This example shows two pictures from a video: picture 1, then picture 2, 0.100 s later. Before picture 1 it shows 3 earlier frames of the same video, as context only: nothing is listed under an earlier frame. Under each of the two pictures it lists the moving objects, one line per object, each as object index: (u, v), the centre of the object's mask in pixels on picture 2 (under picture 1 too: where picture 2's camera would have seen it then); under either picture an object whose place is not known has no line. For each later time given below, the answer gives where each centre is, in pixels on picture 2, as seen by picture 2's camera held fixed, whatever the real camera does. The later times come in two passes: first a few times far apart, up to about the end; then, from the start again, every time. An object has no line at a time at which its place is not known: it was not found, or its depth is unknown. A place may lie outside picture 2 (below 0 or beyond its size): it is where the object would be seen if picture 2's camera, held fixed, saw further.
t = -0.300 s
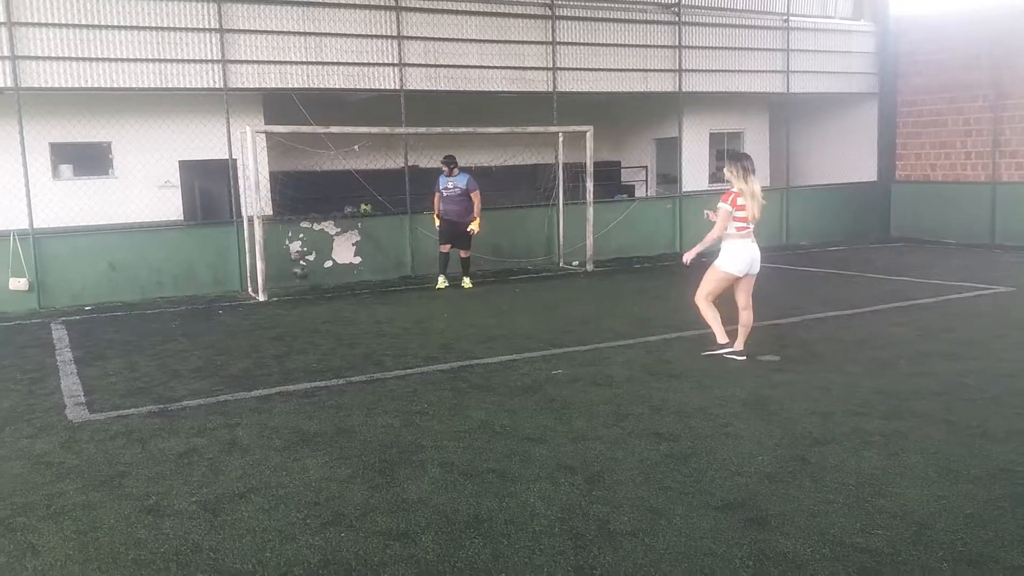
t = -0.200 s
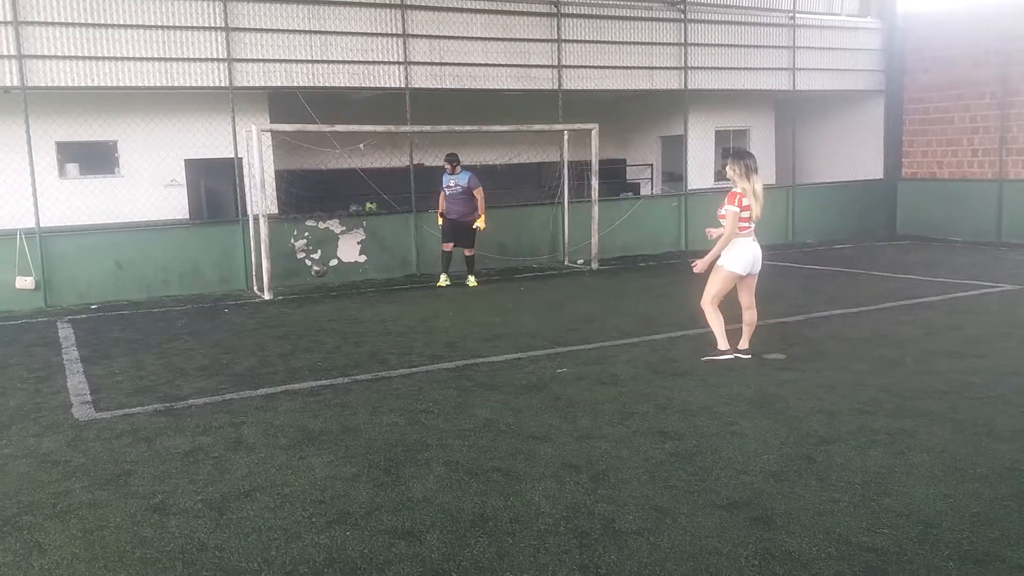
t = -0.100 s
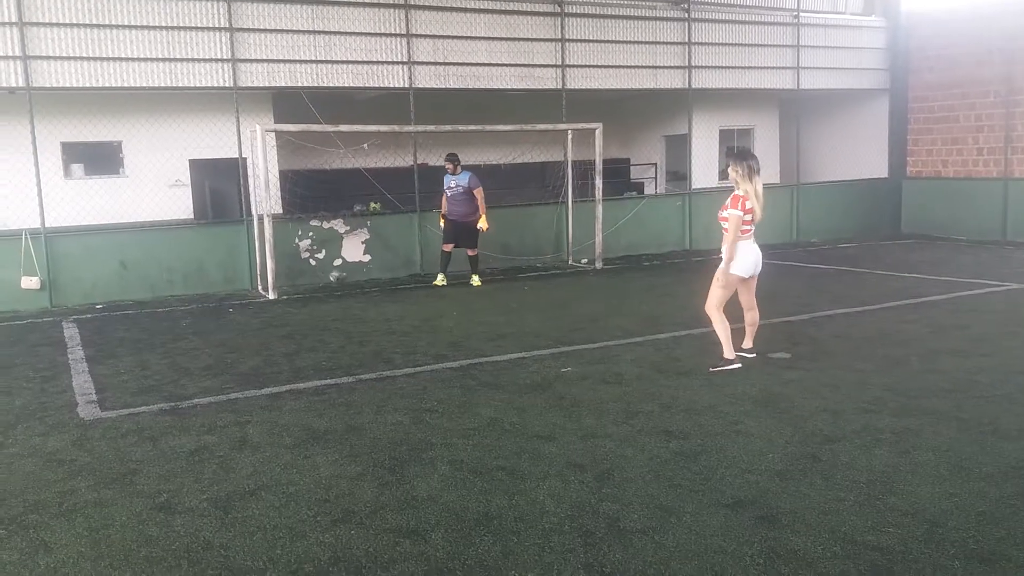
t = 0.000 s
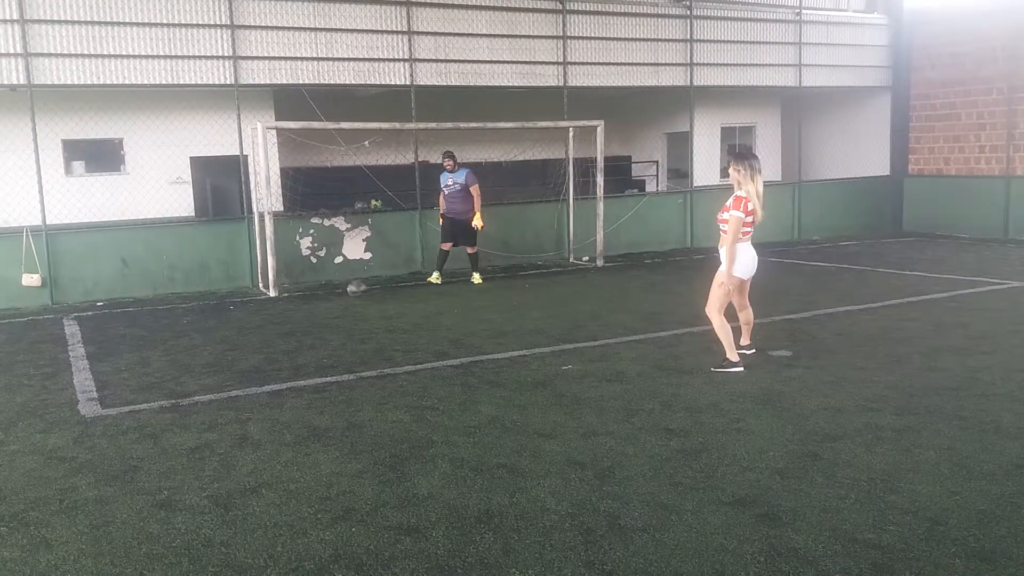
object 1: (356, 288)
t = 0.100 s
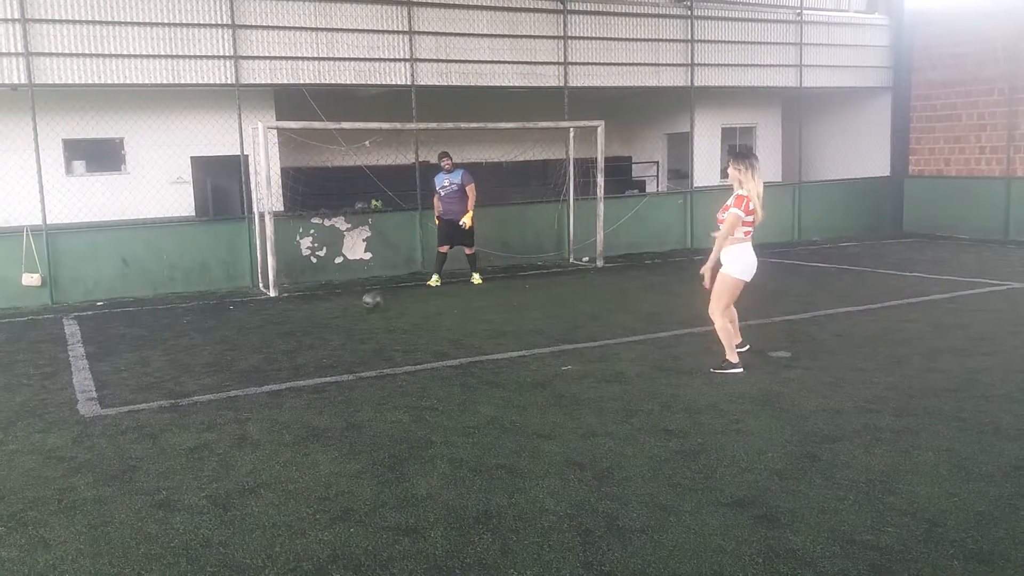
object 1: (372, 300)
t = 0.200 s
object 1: (381, 292)
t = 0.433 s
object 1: (405, 308)
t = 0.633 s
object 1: (431, 314)
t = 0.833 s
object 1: (462, 330)
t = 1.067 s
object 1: (502, 341)
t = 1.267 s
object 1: (543, 354)
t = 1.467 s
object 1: (590, 367)
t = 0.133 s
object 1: (374, 296)
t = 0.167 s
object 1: (377, 294)
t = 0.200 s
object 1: (381, 292)
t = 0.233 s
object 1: (383, 291)
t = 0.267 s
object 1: (387, 291)
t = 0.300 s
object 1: (390, 293)
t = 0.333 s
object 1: (394, 294)
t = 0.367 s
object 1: (398, 298)
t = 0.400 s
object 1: (401, 303)
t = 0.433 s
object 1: (405, 308)
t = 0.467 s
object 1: (410, 314)
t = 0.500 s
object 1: (414, 318)
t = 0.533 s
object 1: (419, 316)
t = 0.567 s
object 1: (422, 314)
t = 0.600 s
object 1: (427, 313)
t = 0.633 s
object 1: (431, 314)
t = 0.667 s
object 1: (437, 316)
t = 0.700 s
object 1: (442, 318)
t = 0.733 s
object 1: (447, 321)
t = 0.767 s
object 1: (452, 325)
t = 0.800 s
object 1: (458, 332)
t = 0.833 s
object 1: (462, 330)
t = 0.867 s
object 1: (467, 328)
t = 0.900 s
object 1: (472, 326)
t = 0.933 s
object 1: (478, 327)
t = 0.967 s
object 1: (483, 328)
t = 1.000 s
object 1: (490, 331)
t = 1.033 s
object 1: (496, 336)
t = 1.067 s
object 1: (502, 341)
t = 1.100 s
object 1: (509, 346)
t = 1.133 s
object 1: (515, 346)
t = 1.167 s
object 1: (522, 347)
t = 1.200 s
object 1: (529, 350)
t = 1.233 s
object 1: (537, 353)
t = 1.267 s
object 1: (543, 354)
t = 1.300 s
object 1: (551, 355)
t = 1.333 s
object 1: (557, 360)
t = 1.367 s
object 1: (565, 361)
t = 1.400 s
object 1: (572, 362)
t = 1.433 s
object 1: (581, 366)
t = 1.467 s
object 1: (590, 367)
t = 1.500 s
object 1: (598, 369)
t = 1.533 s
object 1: (606, 372)
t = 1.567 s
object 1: (614, 374)
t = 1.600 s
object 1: (623, 376)
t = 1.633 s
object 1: (633, 380)
